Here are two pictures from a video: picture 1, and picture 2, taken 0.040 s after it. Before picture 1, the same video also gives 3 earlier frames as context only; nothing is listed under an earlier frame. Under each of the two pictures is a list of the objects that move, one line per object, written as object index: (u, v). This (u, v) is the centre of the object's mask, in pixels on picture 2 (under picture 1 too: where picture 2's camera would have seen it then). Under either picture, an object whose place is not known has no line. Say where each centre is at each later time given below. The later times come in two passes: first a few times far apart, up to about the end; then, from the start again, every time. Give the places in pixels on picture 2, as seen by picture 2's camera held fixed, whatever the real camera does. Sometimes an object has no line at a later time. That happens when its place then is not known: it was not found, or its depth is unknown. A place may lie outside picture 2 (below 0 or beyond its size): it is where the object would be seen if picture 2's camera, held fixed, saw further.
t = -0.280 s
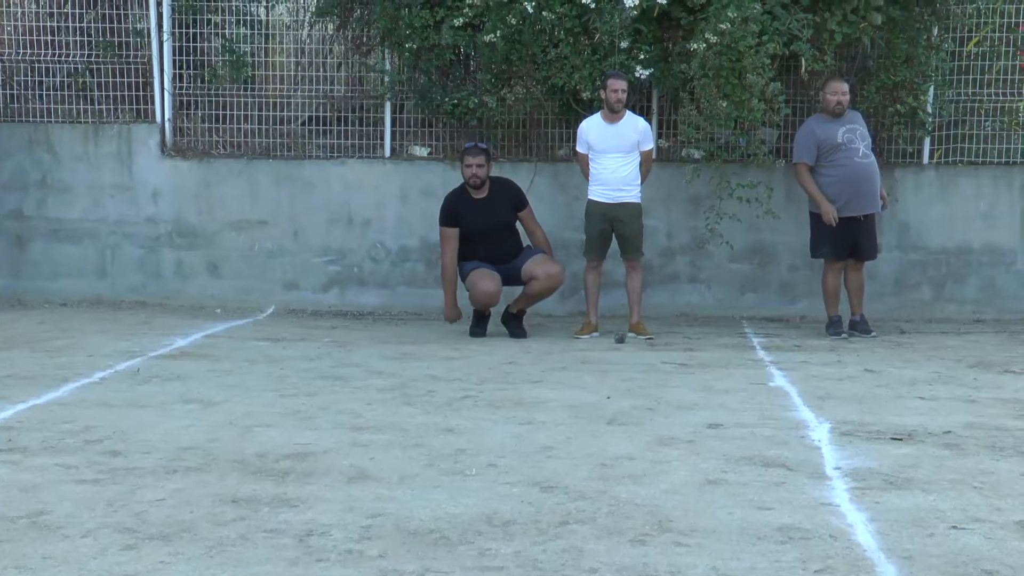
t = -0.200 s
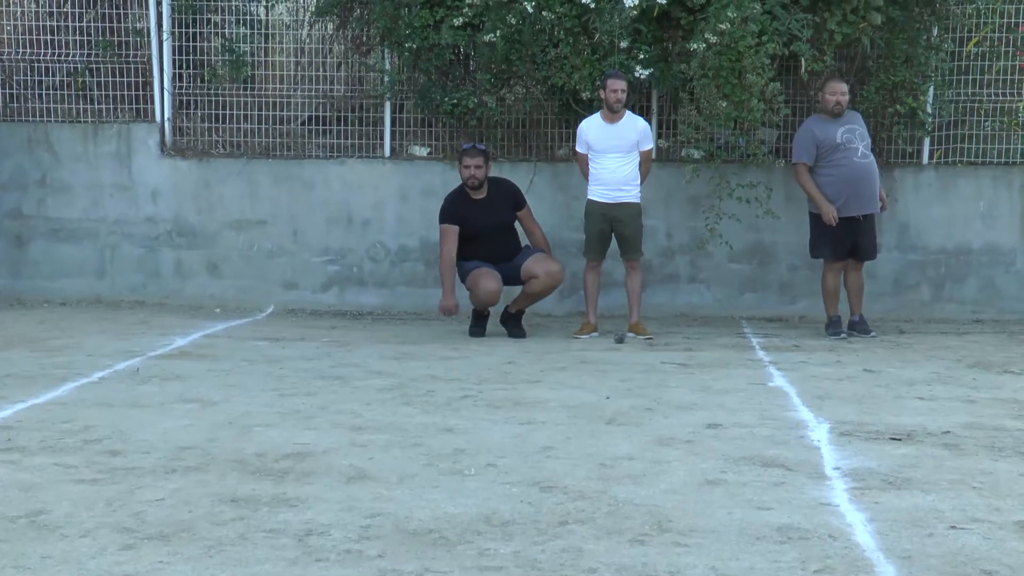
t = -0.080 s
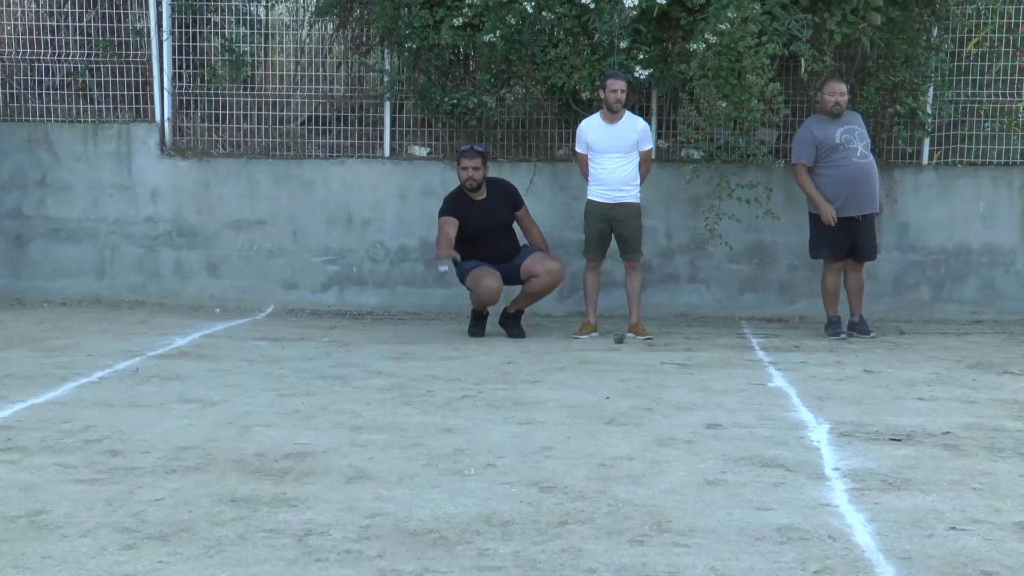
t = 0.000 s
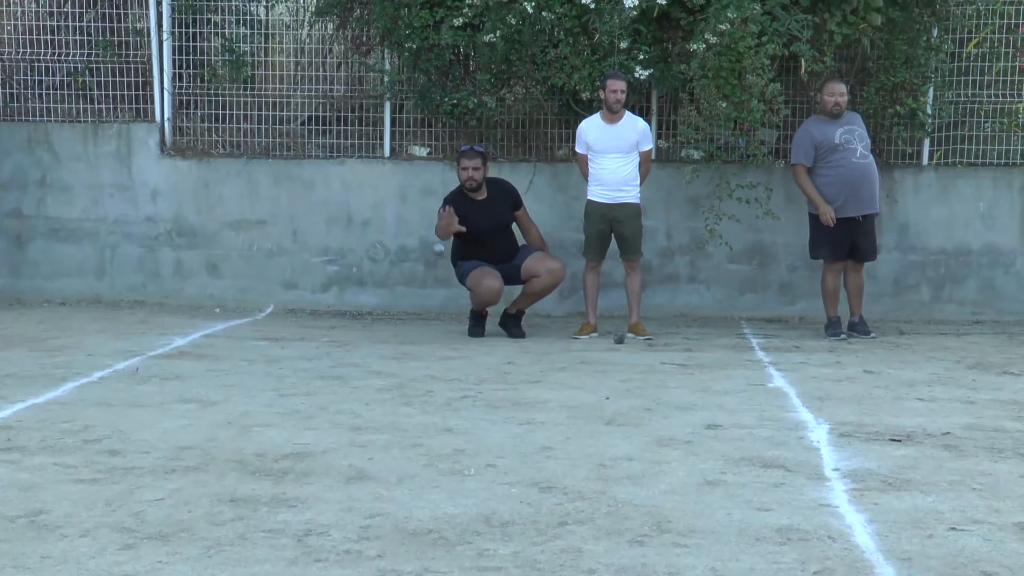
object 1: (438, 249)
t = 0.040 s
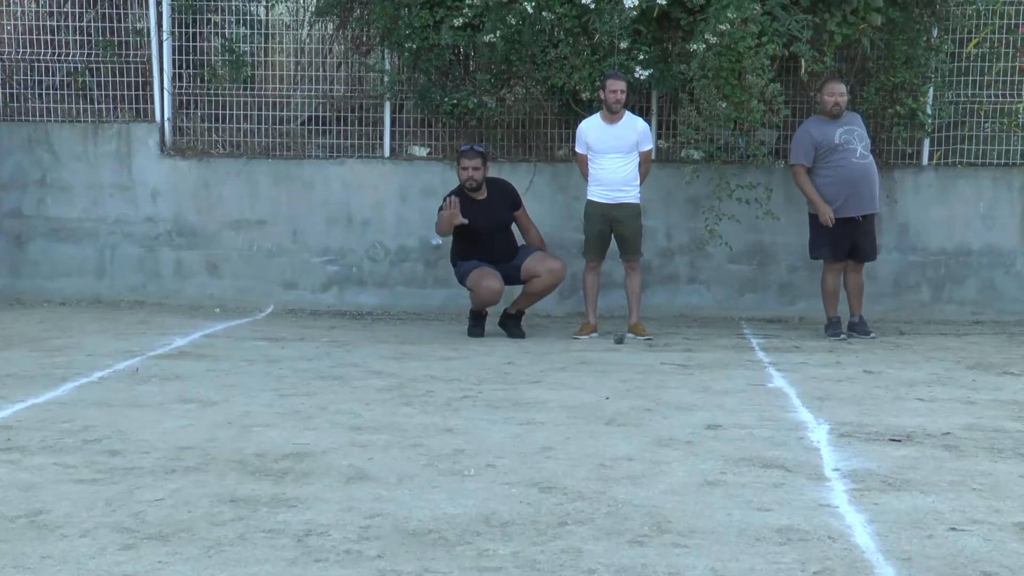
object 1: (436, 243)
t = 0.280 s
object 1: (421, 263)
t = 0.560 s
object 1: (404, 393)
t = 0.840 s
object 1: (404, 415)
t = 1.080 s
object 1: (407, 431)
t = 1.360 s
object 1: (414, 449)
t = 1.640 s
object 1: (420, 470)
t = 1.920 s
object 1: (438, 490)
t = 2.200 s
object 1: (466, 511)
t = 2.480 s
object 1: (494, 533)
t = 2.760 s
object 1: (526, 555)
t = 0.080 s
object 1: (433, 239)
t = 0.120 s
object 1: (430, 238)
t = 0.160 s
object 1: (427, 240)
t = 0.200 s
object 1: (425, 244)
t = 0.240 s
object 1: (424, 251)
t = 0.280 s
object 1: (421, 263)
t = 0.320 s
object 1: (418, 278)
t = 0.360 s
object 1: (415, 297)
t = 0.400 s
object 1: (412, 320)
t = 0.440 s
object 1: (408, 348)
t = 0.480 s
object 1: (405, 381)
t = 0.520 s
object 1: (404, 392)
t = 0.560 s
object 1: (404, 393)
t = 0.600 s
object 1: (403, 398)
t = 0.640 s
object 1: (404, 402)
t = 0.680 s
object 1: (404, 404)
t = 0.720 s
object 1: (404, 407)
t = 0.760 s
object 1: (404, 410)
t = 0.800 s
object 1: (404, 412)
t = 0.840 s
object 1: (404, 415)
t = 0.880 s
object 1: (404, 418)
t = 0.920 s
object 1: (404, 419)
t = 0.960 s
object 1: (404, 420)
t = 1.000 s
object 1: (405, 426)
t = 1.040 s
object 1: (406, 427)
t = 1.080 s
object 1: (407, 431)
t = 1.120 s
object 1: (408, 434)
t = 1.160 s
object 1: (409, 437)
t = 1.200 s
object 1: (409, 439)
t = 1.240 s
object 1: (411, 441)
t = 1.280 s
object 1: (412, 445)
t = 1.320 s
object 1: (413, 447)
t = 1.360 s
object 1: (414, 449)
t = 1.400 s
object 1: (414, 452)
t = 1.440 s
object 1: (415, 455)
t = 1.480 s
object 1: (416, 458)
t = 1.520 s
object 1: (417, 461)
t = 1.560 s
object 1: (418, 464)
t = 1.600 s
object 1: (419, 467)
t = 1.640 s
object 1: (420, 470)
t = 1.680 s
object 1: (422, 470)
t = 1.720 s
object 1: (424, 474)
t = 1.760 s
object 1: (427, 478)
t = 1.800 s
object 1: (429, 481)
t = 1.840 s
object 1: (432, 484)
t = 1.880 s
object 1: (435, 486)
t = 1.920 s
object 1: (438, 490)
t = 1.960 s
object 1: (441, 492)
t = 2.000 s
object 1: (445, 496)
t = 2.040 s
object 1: (449, 498)
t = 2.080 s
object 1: (453, 502)
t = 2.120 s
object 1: (458, 505)
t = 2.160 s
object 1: (462, 507)
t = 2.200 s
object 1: (466, 511)
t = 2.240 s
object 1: (470, 515)
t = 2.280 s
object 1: (474, 518)
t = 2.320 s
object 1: (478, 521)
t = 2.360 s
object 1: (482, 524)
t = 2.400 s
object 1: (486, 527)
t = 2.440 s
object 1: (490, 530)
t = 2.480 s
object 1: (494, 533)
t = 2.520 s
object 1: (498, 536)
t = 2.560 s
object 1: (502, 540)
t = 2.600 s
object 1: (507, 542)
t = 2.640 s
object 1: (511, 546)
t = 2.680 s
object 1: (516, 548)
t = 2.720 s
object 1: (521, 552)
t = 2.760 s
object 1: (526, 555)
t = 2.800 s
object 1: (531, 557)
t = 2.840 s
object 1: (536, 560)
